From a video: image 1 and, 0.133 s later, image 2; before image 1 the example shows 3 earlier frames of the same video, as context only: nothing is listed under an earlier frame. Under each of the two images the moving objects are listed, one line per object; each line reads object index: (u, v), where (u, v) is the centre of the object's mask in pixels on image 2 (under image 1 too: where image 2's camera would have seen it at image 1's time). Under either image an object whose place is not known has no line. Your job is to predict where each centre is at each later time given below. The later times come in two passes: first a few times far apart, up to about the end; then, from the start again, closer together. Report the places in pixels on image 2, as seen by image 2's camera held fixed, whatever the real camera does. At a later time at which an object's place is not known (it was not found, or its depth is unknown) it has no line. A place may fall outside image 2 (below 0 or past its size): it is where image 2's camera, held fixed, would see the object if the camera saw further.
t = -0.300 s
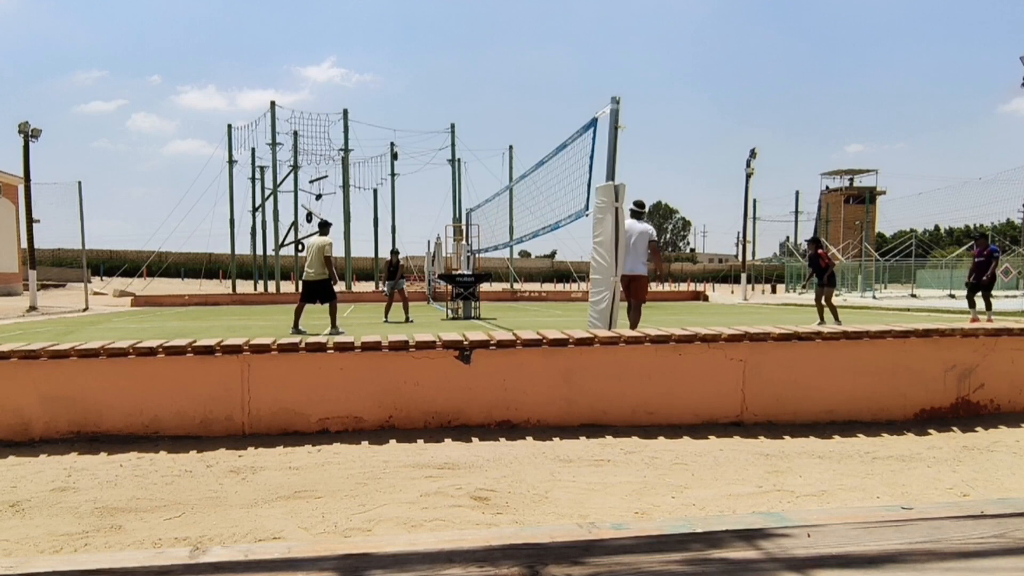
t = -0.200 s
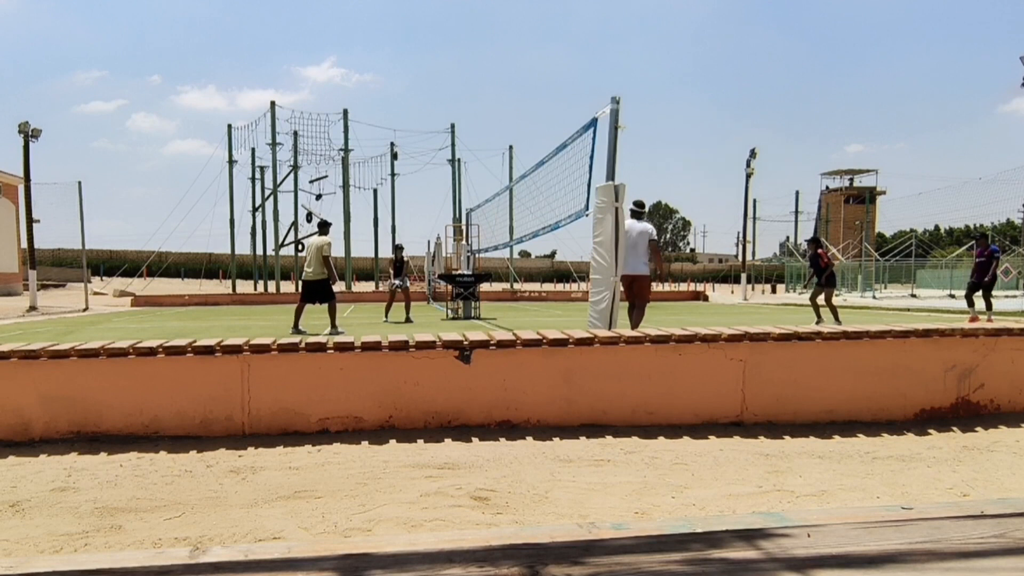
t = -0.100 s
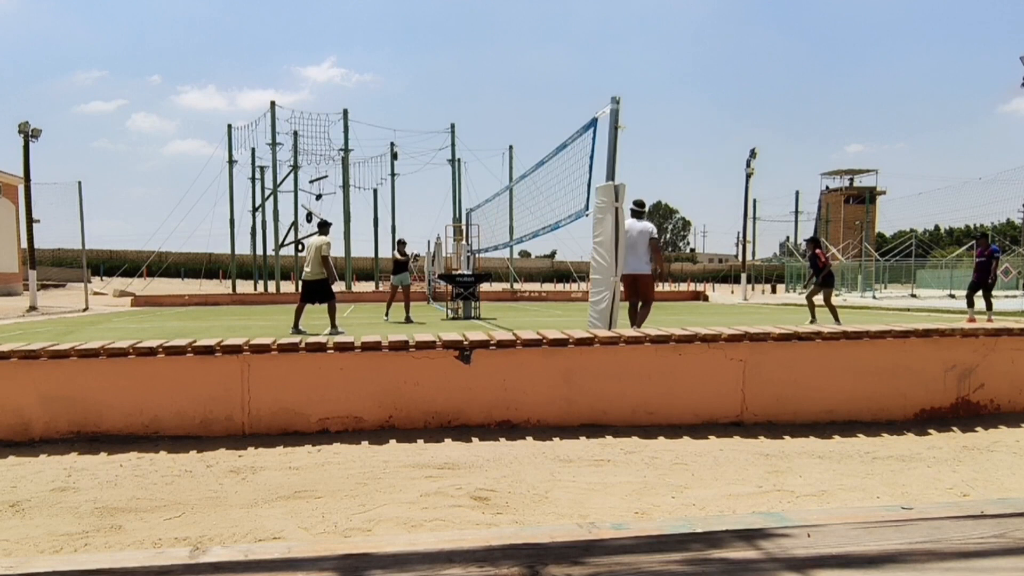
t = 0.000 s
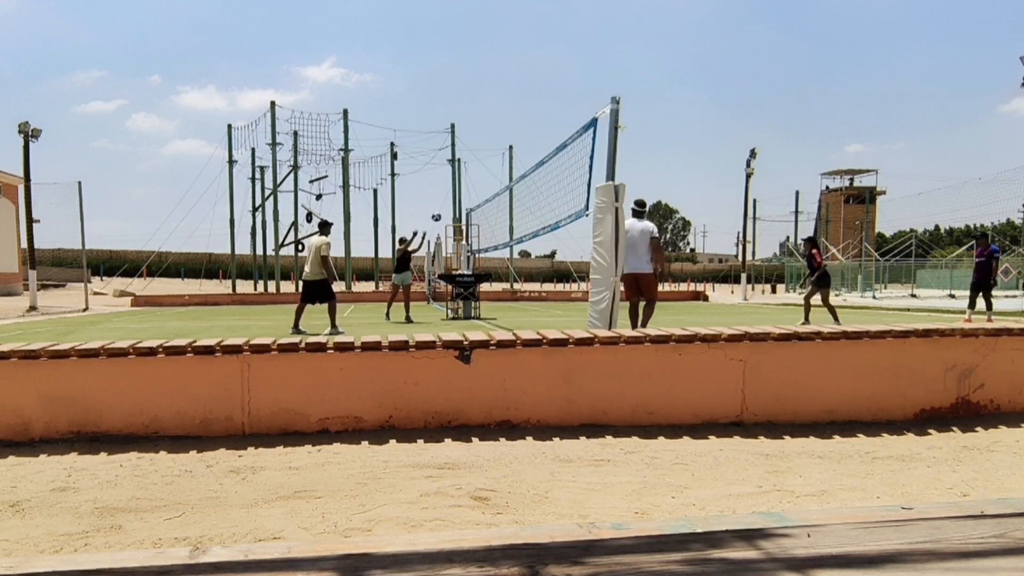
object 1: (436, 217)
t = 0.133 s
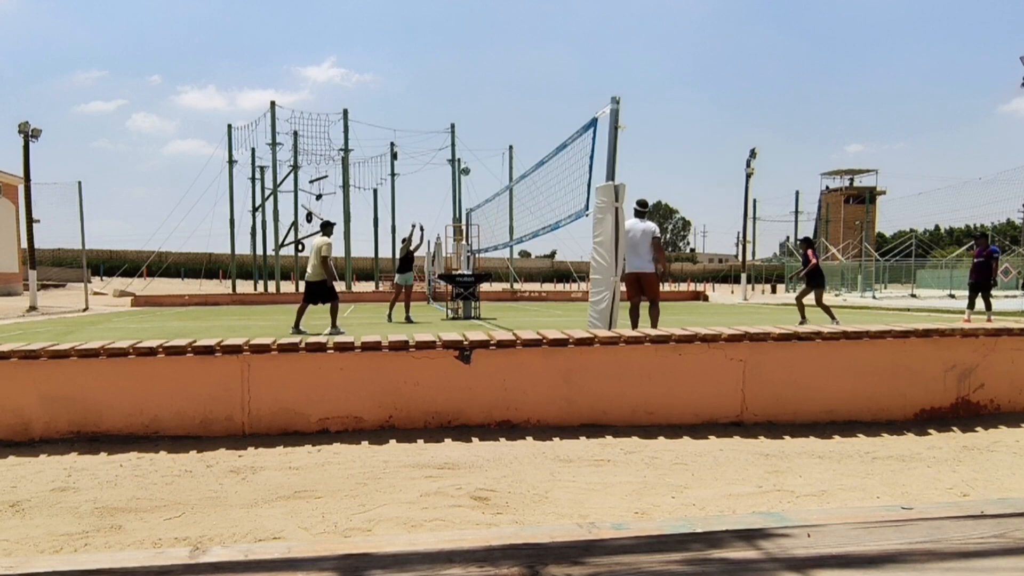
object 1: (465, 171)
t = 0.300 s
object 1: (501, 124)
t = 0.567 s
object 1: (557, 78)
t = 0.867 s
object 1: (618, 67)
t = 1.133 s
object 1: (667, 98)
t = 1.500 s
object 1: (727, 204)
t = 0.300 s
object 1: (501, 124)
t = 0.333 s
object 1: (508, 116)
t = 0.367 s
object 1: (516, 109)
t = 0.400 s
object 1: (523, 102)
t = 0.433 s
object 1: (530, 96)
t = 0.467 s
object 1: (537, 91)
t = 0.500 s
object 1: (544, 86)
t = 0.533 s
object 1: (550, 82)
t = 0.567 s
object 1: (557, 78)
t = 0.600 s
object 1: (564, 74)
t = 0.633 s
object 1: (571, 72)
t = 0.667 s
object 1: (578, 69)
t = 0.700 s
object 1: (585, 67)
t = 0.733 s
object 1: (591, 66)
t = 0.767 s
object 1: (598, 65)
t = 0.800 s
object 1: (604, 65)
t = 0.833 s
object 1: (611, 66)
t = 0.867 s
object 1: (618, 67)
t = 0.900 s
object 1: (624, 68)
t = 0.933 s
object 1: (631, 70)
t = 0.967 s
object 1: (637, 73)
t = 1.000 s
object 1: (643, 77)
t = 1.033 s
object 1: (649, 81)
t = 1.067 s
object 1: (655, 86)
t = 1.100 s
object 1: (661, 92)
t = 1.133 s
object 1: (667, 98)
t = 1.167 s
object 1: (672, 104)
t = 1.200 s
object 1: (678, 112)
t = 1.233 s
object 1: (684, 120)
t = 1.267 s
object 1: (689, 128)
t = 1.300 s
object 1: (695, 137)
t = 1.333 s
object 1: (701, 147)
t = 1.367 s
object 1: (706, 157)
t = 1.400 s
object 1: (711, 168)
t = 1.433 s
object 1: (717, 179)
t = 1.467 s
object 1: (722, 191)
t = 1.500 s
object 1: (727, 204)
